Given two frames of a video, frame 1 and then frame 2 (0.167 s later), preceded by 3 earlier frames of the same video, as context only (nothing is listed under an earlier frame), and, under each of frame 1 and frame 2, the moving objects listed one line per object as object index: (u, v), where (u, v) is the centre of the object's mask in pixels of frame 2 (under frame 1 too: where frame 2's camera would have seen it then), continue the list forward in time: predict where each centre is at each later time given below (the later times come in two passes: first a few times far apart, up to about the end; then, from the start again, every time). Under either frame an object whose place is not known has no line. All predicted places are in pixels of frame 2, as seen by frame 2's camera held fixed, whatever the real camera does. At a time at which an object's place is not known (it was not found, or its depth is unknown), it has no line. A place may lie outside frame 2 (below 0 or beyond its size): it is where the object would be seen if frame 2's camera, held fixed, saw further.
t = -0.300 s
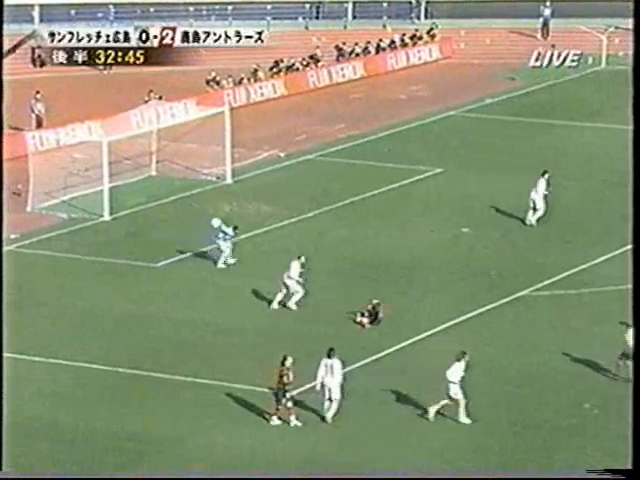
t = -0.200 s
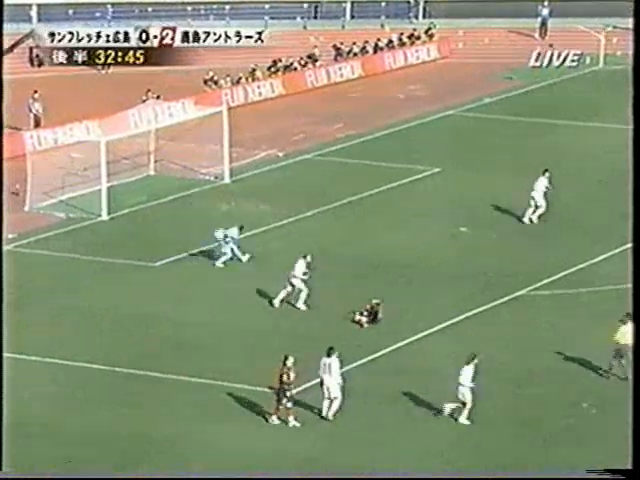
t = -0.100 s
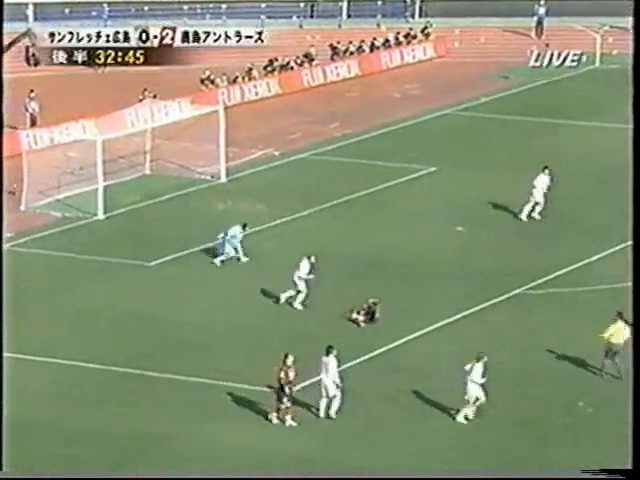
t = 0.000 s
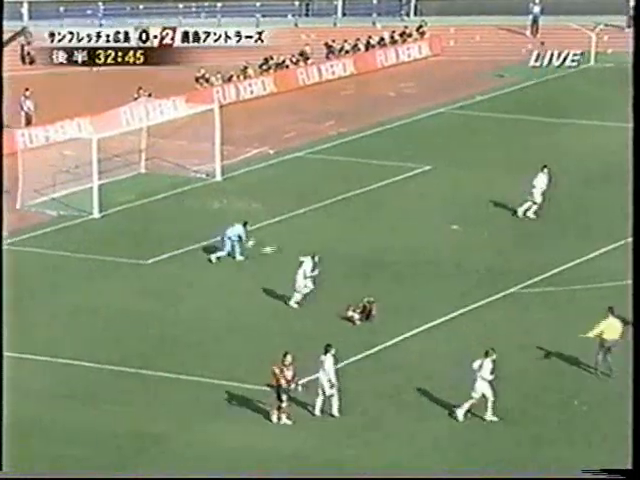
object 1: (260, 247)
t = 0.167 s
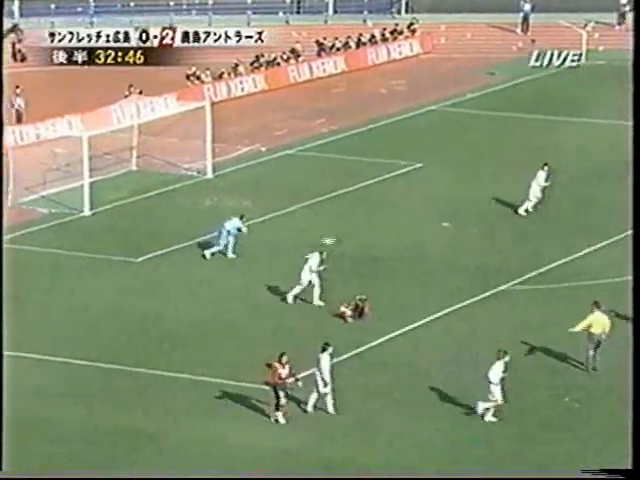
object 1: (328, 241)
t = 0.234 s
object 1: (354, 240)
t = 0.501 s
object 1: (433, 232)
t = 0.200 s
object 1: (342, 241)
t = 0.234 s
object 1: (354, 240)
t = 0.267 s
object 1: (364, 239)
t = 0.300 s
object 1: (374, 237)
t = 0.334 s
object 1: (384, 235)
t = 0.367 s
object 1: (394, 234)
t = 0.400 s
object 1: (405, 234)
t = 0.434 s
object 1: (415, 234)
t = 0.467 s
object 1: (424, 233)
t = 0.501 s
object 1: (433, 232)
